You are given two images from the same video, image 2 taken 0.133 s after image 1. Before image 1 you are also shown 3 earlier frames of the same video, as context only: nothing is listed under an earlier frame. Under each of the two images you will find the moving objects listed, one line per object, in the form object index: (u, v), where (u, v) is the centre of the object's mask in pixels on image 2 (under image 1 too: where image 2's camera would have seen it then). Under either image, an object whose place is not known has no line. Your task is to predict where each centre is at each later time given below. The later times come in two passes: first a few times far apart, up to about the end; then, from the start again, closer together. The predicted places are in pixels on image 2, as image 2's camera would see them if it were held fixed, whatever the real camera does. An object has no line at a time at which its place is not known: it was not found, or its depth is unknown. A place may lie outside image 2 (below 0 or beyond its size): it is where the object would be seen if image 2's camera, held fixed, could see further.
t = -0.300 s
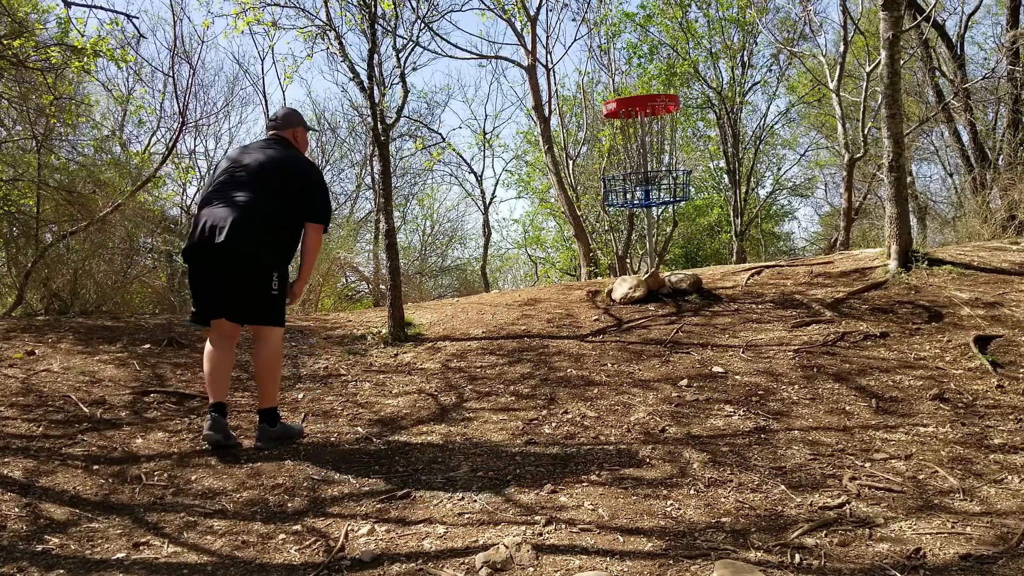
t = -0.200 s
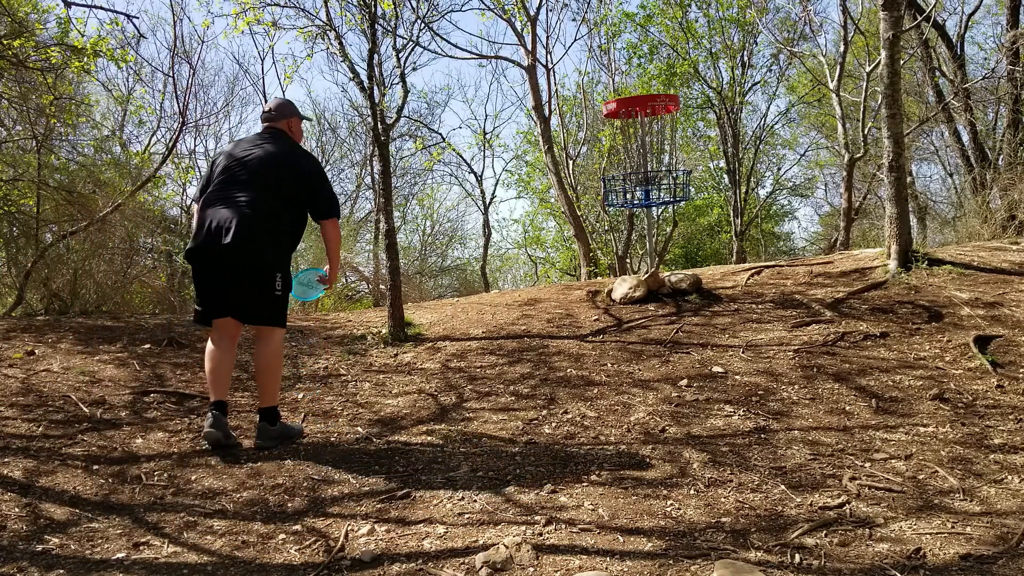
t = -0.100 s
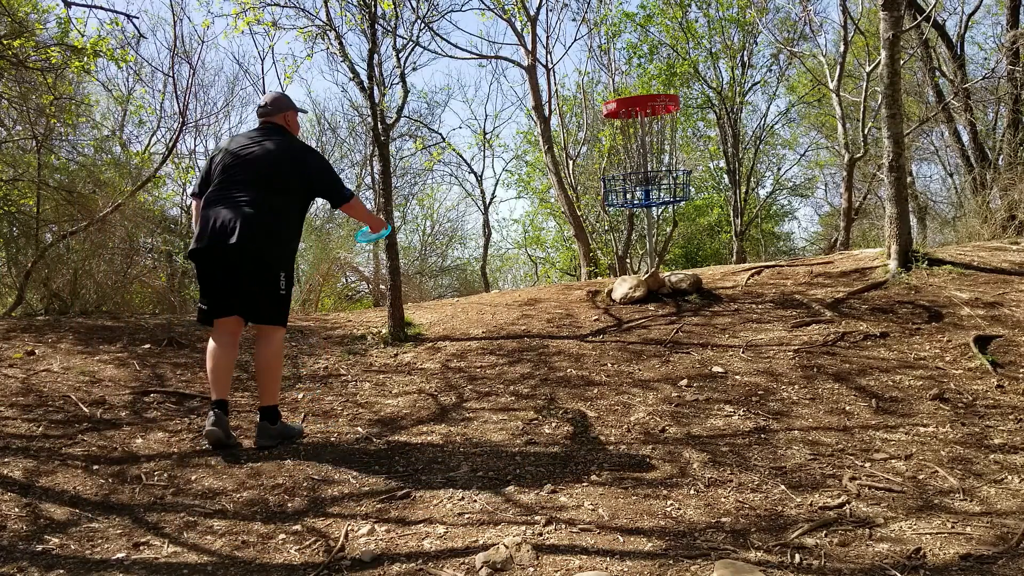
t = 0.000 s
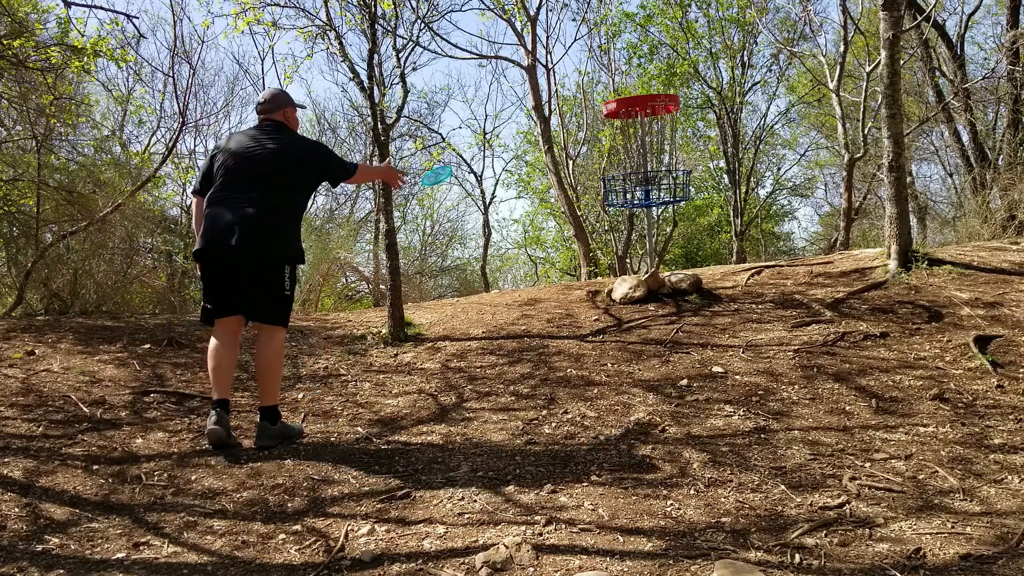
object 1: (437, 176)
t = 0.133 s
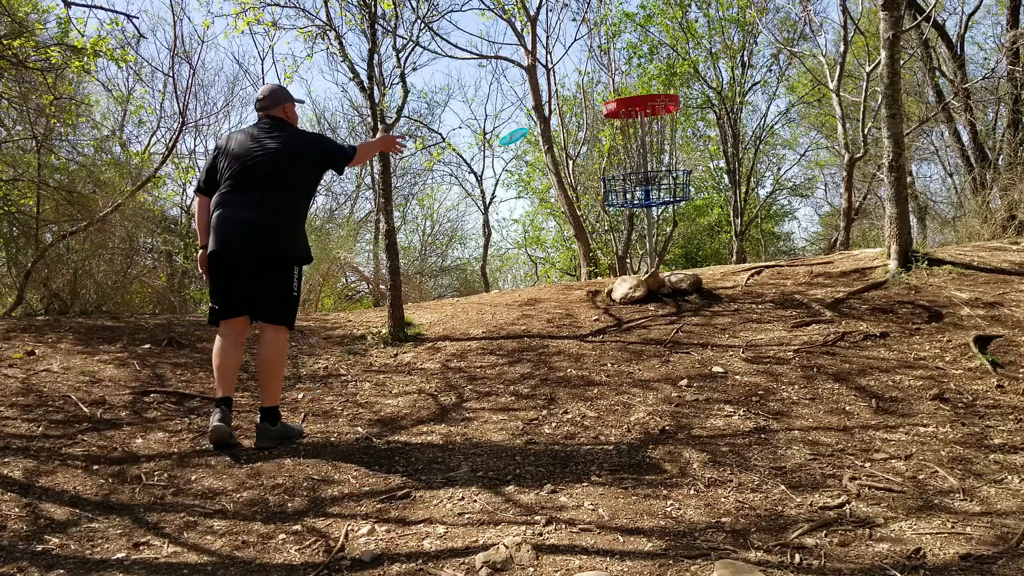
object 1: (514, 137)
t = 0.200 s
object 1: (548, 129)
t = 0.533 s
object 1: (634, 150)
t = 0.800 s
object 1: (628, 184)
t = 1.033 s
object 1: (633, 195)
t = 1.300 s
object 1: (642, 203)
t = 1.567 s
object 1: (641, 203)
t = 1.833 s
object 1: (642, 204)
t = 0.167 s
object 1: (531, 132)
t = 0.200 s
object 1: (548, 129)
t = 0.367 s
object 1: (621, 134)
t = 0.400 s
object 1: (627, 136)
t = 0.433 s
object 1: (630, 140)
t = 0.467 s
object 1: (632, 144)
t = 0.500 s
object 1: (633, 147)
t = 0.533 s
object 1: (634, 150)
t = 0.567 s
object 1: (635, 153)
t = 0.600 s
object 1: (636, 157)
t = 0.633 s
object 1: (636, 157)
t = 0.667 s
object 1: (634, 162)
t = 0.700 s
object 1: (632, 167)
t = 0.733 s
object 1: (630, 172)
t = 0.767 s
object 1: (629, 178)
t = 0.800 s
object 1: (628, 184)
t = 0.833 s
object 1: (626, 190)
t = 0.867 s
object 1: (626, 189)
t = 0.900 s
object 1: (627, 188)
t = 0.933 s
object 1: (629, 188)
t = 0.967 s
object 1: (630, 190)
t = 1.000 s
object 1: (631, 192)
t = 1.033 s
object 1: (633, 195)
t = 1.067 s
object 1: (636, 197)
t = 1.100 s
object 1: (639, 198)
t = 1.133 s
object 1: (639, 202)
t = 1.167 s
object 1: (638, 203)
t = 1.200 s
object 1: (641, 203)
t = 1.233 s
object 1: (642, 203)
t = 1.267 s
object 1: (642, 203)
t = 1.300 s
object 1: (642, 203)
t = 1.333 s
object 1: (641, 203)
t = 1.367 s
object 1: (641, 203)
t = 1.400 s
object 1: (641, 203)
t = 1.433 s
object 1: (641, 203)
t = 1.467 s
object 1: (641, 203)
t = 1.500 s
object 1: (641, 203)
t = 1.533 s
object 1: (641, 203)
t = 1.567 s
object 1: (641, 203)
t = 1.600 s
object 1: (641, 203)
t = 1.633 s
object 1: (641, 203)
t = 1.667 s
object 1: (641, 203)
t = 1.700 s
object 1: (641, 203)
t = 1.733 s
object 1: (641, 203)
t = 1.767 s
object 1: (641, 203)
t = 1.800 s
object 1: (642, 203)
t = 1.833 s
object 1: (642, 204)
